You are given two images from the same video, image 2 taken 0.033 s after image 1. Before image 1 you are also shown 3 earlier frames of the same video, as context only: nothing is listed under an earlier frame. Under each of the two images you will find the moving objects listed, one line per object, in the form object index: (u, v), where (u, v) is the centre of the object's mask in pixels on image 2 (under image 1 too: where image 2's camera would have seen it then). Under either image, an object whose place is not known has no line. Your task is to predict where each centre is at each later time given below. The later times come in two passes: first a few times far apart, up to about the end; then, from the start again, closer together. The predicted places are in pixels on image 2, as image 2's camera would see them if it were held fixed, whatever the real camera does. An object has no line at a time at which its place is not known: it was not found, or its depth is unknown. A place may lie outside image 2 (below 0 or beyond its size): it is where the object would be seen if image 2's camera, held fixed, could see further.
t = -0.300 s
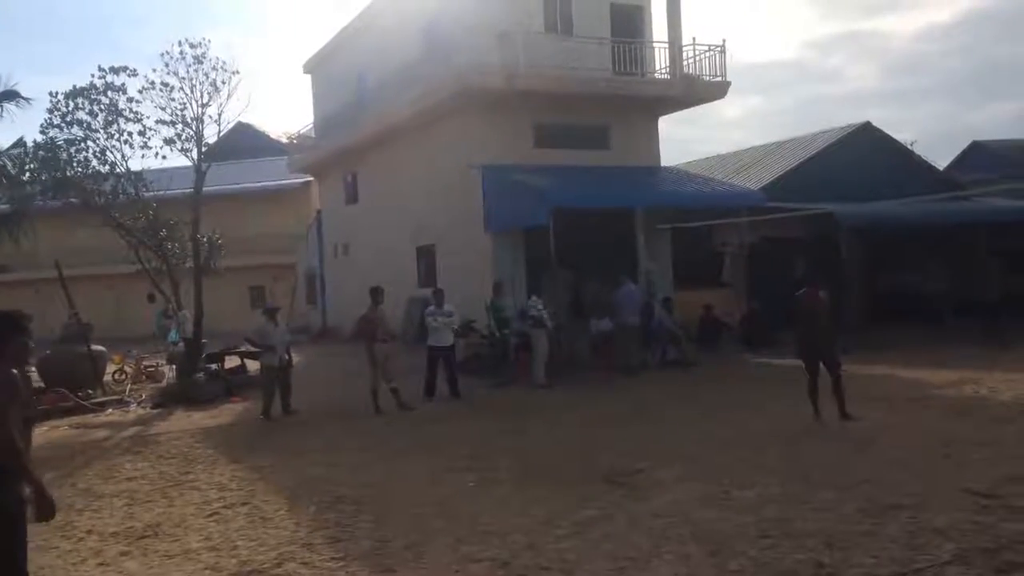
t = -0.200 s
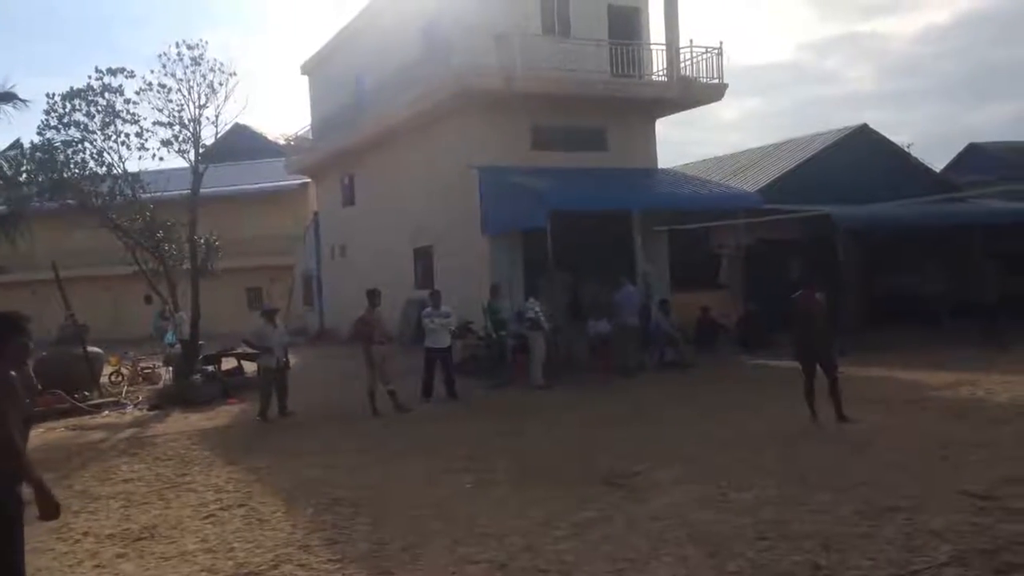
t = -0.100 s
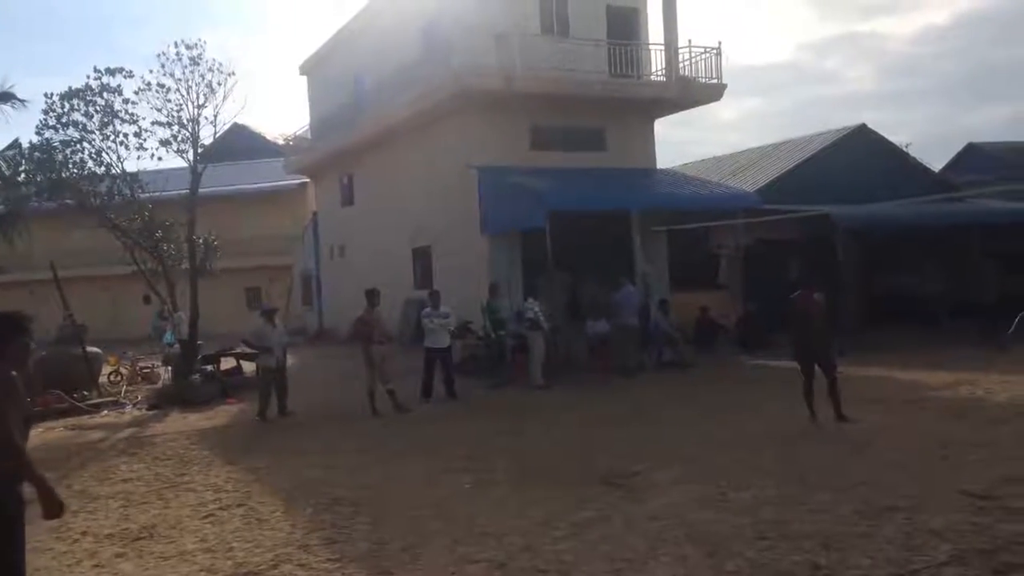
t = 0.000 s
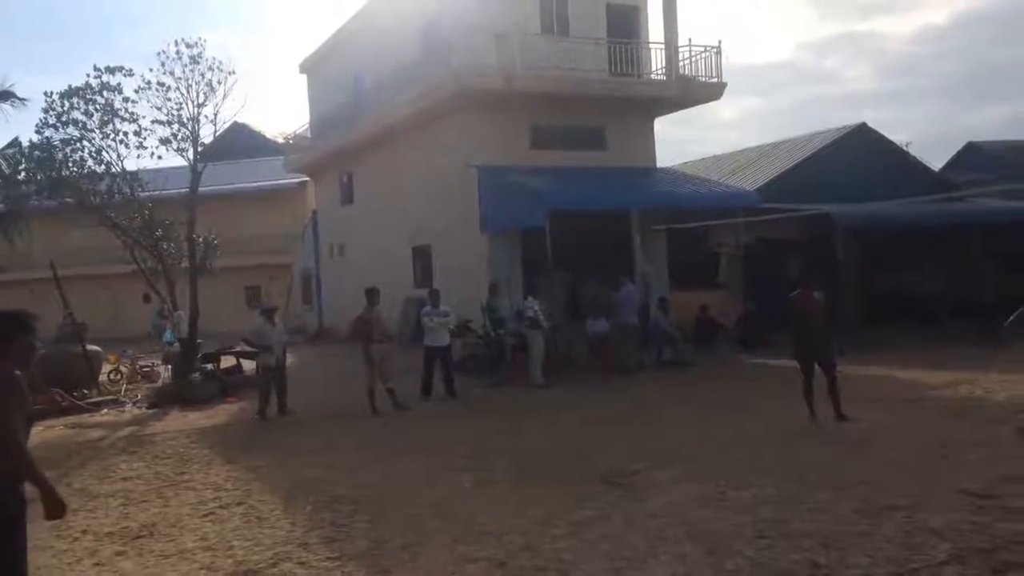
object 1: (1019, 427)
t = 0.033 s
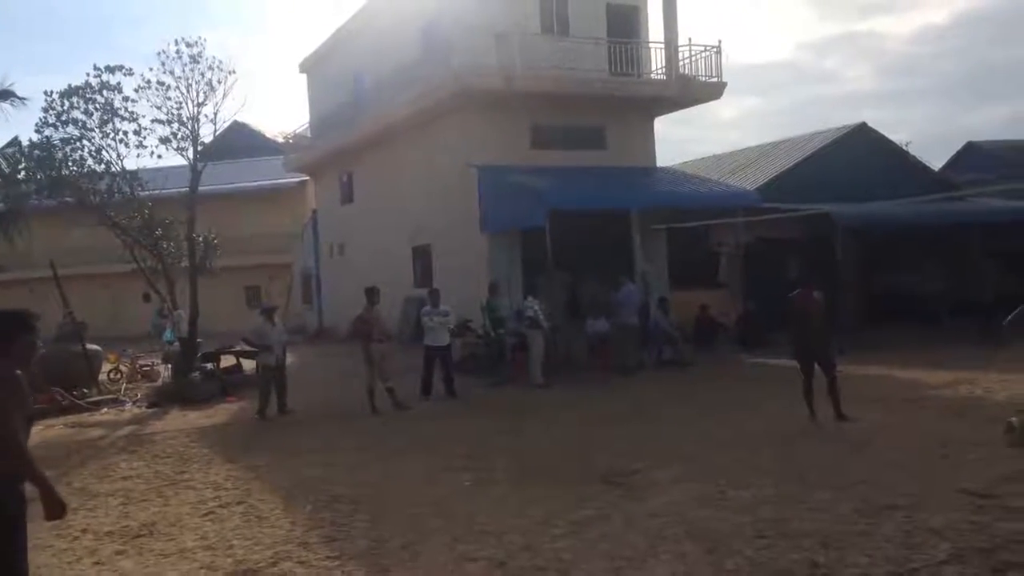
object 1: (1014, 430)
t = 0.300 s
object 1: (921, 461)
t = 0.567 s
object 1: (832, 484)
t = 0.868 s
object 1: (709, 492)
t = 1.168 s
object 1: (572, 511)
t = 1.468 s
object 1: (427, 560)
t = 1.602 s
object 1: (348, 579)
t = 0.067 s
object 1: (1004, 438)
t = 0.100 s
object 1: (994, 439)
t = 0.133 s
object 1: (986, 437)
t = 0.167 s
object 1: (969, 437)
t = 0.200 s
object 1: (958, 441)
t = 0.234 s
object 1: (946, 447)
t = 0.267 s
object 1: (934, 454)
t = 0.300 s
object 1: (921, 461)
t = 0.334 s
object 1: (915, 465)
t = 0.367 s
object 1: (903, 465)
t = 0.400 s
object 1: (891, 469)
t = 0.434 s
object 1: (878, 470)
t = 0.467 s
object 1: (867, 474)
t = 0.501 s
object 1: (857, 478)
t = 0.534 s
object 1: (845, 482)
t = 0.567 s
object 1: (832, 484)
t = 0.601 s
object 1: (818, 479)
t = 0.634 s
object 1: (805, 480)
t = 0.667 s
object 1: (791, 482)
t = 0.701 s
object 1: (780, 487)
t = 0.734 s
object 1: (768, 495)
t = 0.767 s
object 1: (752, 502)
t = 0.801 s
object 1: (738, 494)
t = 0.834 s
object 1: (723, 492)
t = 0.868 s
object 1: (709, 492)
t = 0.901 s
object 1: (695, 494)
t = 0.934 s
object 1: (680, 498)
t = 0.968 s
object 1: (666, 502)
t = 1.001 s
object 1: (651, 508)
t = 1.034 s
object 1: (636, 516)
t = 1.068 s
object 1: (622, 528)
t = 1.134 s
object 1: (590, 514)
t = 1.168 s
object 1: (572, 511)
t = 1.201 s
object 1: (561, 512)
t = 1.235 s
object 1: (544, 512)
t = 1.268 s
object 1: (527, 517)
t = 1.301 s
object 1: (511, 520)
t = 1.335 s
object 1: (495, 527)
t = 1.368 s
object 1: (479, 534)
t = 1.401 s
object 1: (463, 547)
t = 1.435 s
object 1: (444, 558)
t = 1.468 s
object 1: (427, 560)
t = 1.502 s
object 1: (408, 560)
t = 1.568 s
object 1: (370, 571)
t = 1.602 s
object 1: (348, 579)
